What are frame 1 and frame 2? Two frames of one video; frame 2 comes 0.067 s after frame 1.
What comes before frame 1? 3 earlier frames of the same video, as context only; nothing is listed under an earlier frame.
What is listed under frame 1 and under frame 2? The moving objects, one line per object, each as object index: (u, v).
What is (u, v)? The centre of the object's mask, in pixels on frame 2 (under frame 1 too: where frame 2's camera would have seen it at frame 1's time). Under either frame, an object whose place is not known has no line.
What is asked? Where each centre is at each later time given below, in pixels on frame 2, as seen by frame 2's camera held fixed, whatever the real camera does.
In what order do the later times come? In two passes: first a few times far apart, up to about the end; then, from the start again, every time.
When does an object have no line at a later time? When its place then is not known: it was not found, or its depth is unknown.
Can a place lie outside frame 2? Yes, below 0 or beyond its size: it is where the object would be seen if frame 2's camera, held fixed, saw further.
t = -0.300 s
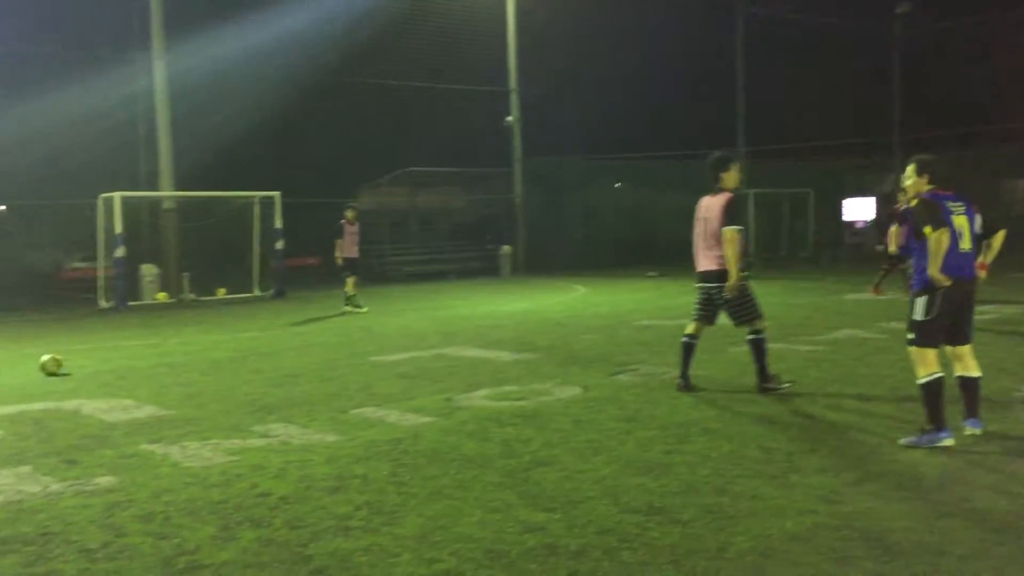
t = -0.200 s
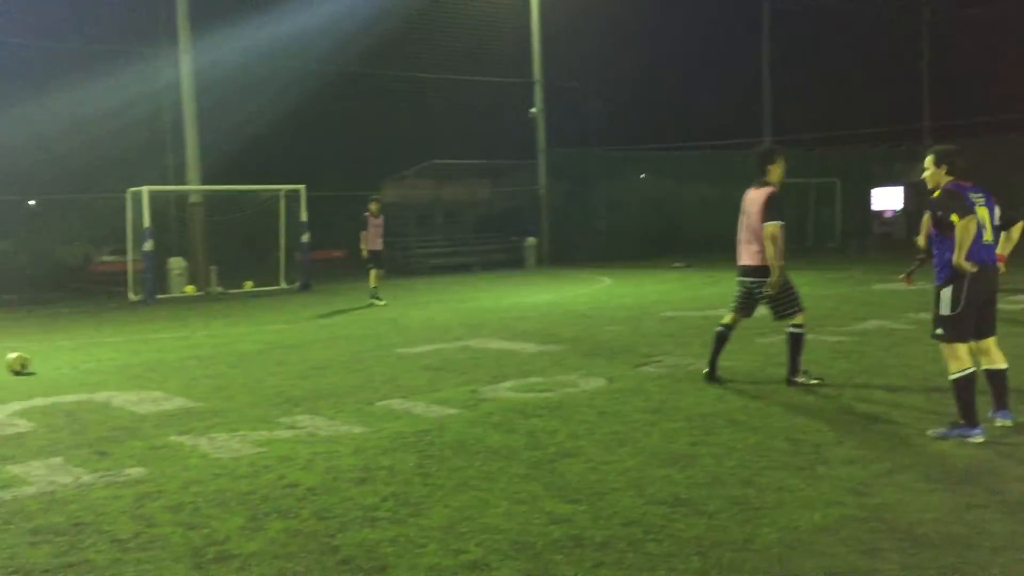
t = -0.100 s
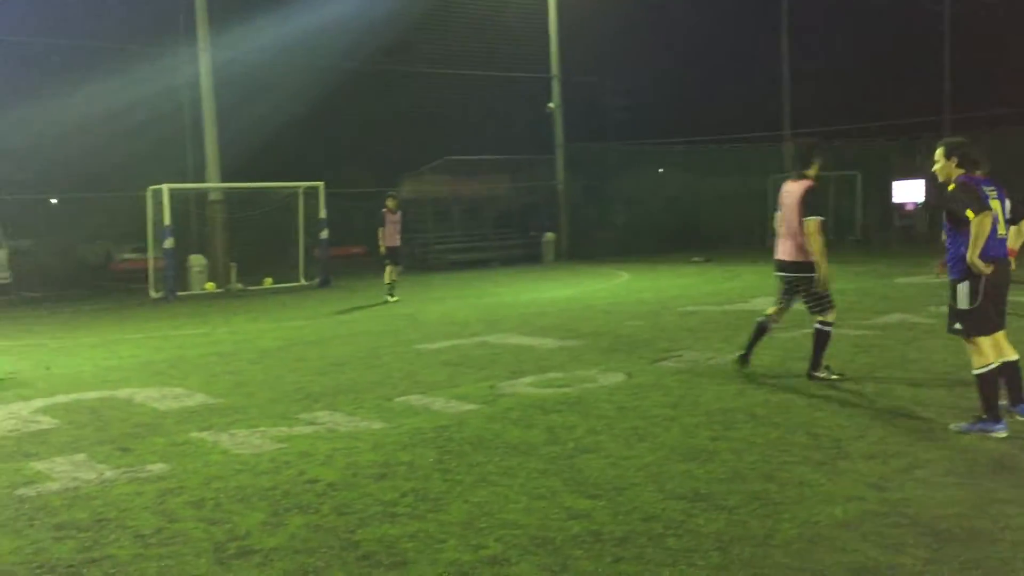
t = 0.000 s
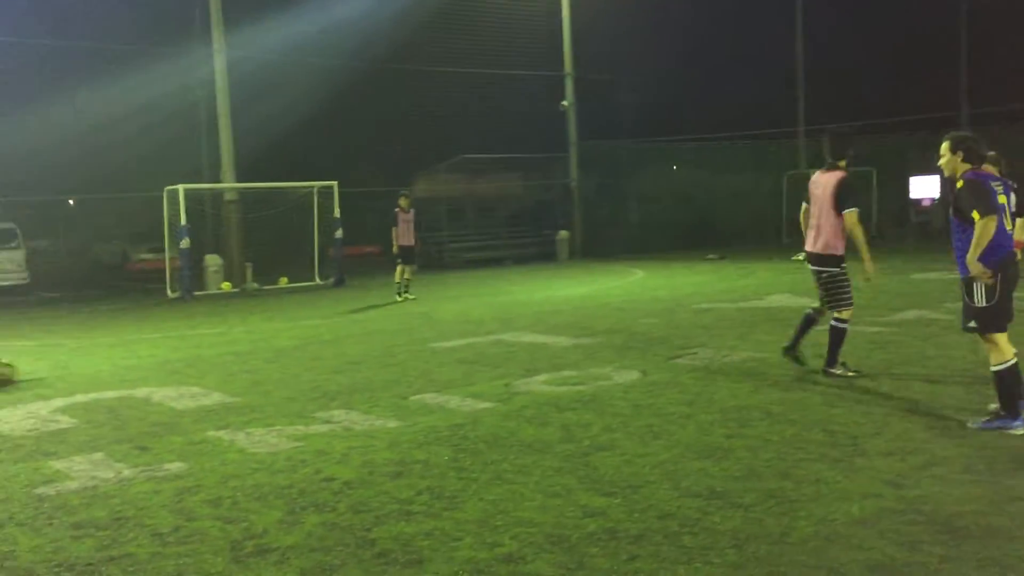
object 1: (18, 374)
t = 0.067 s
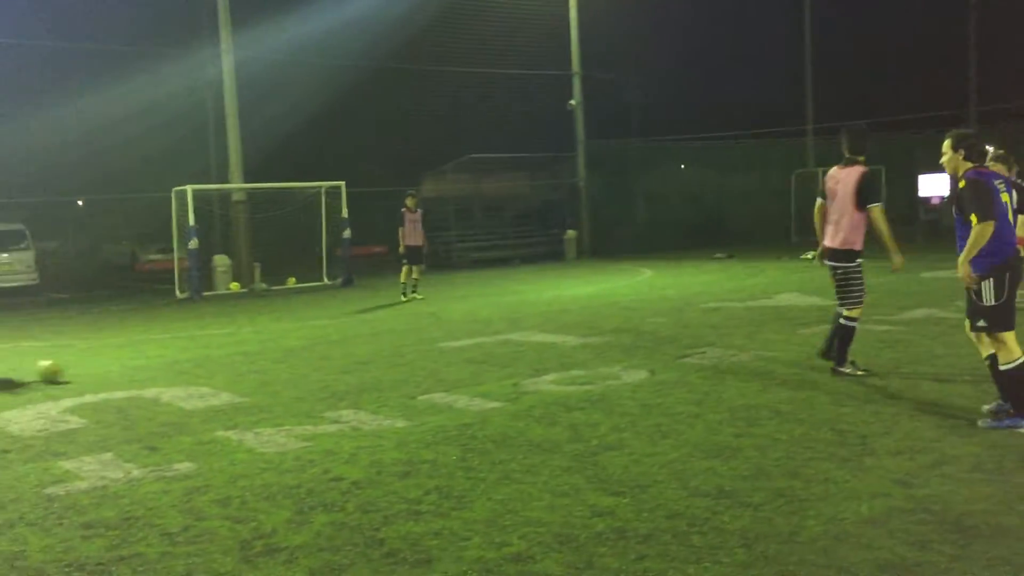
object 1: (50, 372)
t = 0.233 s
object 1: (131, 374)
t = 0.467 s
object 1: (221, 376)
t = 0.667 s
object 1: (294, 380)
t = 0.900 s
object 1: (384, 384)
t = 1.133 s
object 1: (483, 390)
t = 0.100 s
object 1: (65, 372)
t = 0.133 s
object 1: (84, 373)
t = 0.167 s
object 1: (101, 373)
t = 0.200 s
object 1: (116, 374)
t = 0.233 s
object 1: (131, 374)
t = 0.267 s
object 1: (146, 374)
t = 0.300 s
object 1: (160, 374)
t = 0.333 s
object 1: (174, 375)
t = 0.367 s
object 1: (186, 374)
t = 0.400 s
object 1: (199, 375)
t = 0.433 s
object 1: (210, 375)
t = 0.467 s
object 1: (221, 376)
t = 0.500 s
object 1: (233, 377)
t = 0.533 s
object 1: (246, 378)
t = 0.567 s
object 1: (258, 379)
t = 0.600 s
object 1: (270, 379)
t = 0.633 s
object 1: (282, 380)
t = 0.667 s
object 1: (294, 380)
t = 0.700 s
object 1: (305, 380)
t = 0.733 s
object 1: (318, 382)
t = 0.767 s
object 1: (331, 381)
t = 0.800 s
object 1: (345, 382)
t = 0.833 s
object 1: (358, 384)
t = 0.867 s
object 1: (371, 384)
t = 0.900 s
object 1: (384, 384)
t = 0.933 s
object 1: (398, 385)
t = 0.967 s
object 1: (412, 387)
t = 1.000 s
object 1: (425, 387)
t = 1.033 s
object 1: (439, 388)
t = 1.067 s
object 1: (453, 388)
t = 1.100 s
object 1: (467, 389)
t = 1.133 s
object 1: (483, 390)
